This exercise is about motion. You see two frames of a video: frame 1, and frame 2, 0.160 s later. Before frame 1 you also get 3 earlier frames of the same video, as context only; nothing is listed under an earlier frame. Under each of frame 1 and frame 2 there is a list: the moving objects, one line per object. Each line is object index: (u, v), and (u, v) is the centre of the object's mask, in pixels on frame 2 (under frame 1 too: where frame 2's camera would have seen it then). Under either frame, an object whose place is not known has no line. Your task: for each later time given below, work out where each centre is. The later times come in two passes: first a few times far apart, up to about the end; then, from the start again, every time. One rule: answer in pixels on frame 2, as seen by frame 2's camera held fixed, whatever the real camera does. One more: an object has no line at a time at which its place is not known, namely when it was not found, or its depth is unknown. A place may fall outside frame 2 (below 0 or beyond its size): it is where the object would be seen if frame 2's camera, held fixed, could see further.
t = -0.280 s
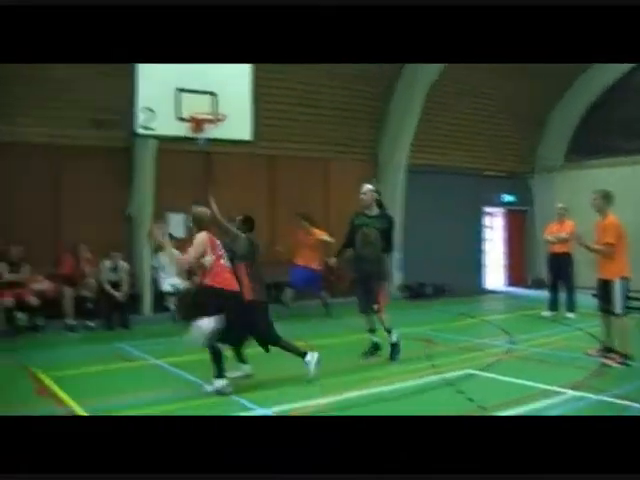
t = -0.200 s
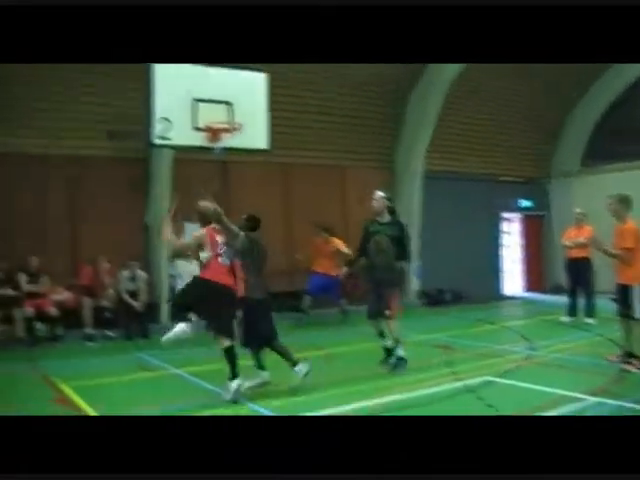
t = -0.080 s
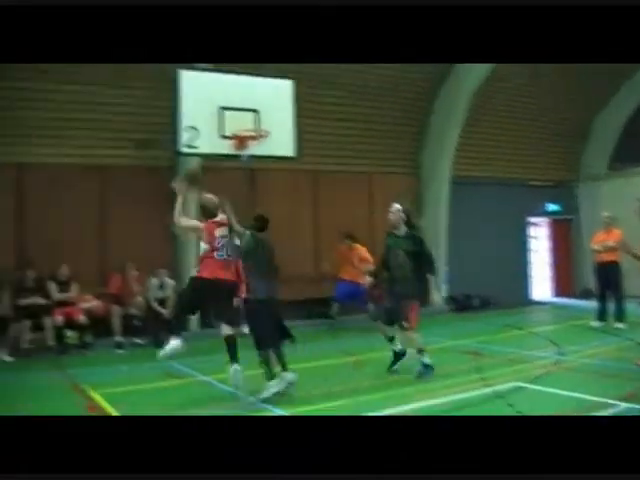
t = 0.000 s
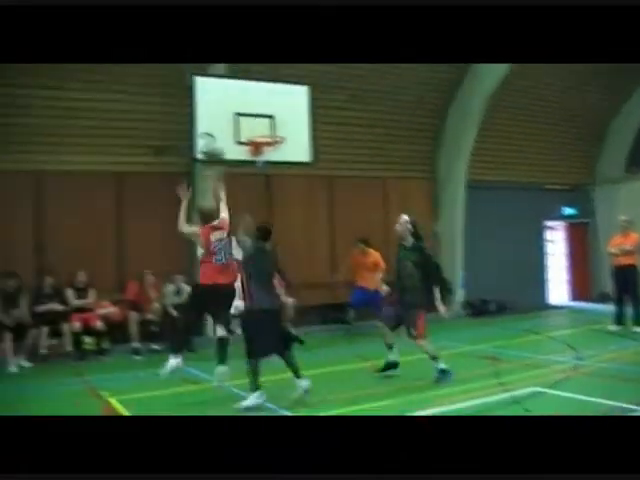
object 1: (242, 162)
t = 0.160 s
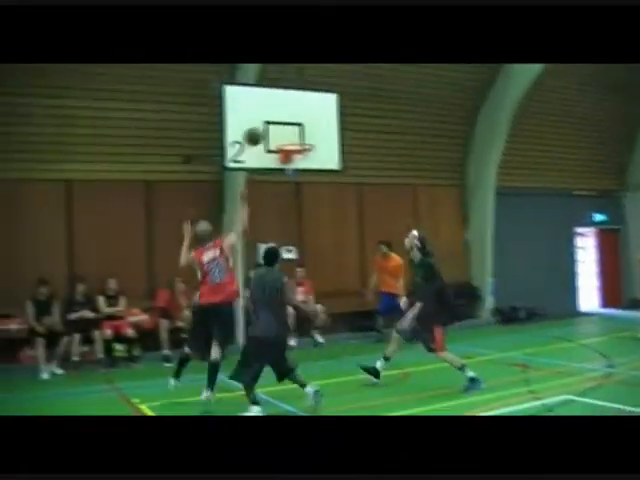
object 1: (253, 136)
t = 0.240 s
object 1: (258, 130)
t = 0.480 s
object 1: (286, 133)
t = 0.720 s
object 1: (309, 139)
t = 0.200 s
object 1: (256, 132)
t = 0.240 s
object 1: (258, 130)
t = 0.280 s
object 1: (261, 130)
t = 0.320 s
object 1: (263, 130)
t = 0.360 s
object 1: (268, 129)
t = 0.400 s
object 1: (274, 129)
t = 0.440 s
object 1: (280, 130)
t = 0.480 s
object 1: (286, 133)
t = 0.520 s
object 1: (291, 134)
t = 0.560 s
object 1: (294, 132)
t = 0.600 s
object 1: (298, 132)
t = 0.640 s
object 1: (301, 133)
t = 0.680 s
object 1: (305, 135)
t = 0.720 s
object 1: (309, 139)
